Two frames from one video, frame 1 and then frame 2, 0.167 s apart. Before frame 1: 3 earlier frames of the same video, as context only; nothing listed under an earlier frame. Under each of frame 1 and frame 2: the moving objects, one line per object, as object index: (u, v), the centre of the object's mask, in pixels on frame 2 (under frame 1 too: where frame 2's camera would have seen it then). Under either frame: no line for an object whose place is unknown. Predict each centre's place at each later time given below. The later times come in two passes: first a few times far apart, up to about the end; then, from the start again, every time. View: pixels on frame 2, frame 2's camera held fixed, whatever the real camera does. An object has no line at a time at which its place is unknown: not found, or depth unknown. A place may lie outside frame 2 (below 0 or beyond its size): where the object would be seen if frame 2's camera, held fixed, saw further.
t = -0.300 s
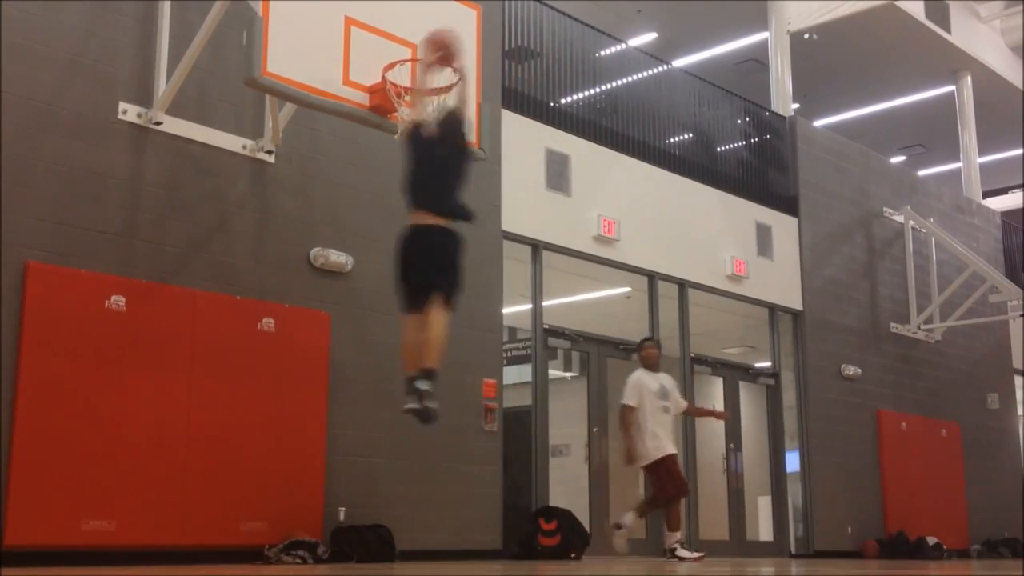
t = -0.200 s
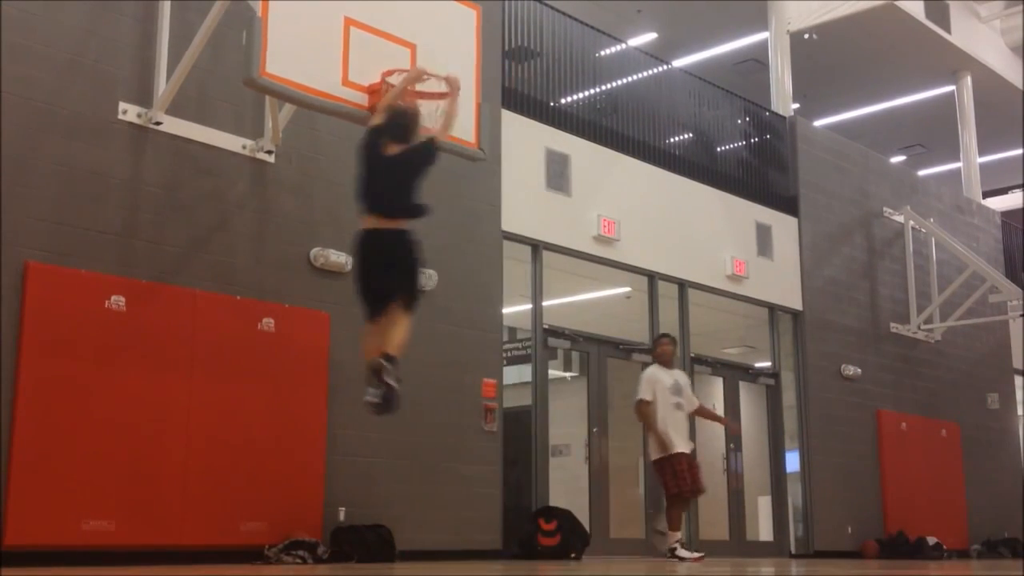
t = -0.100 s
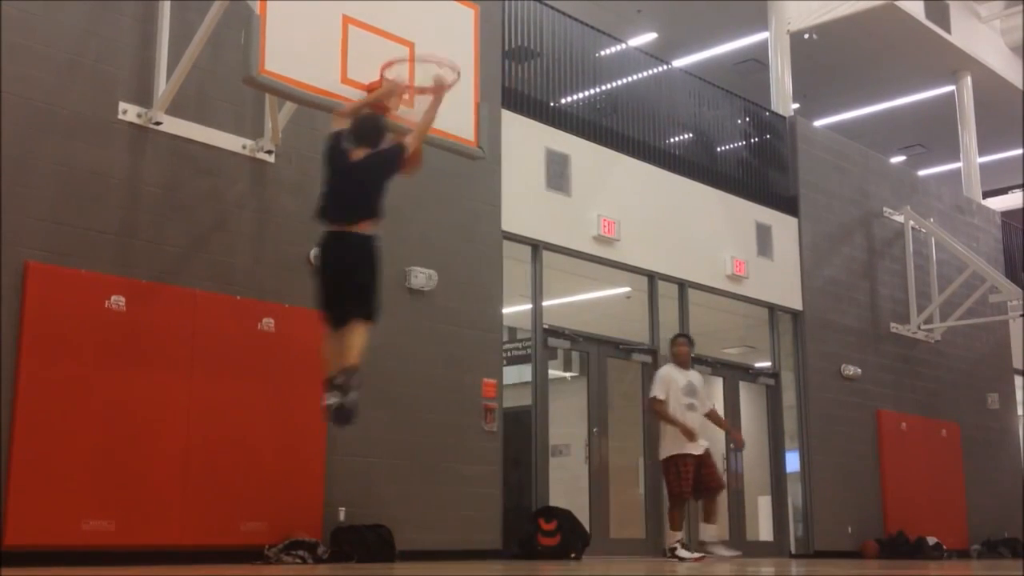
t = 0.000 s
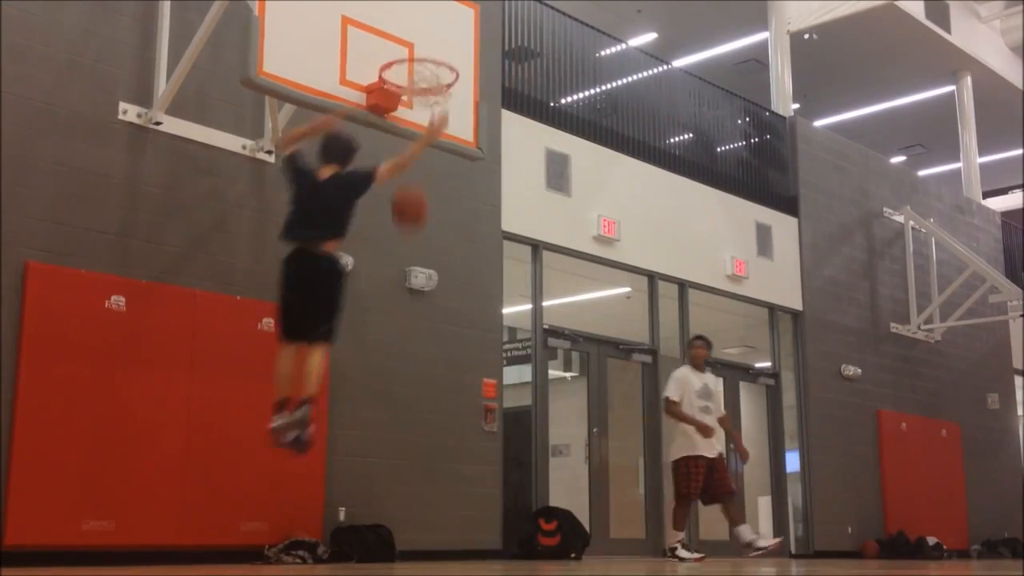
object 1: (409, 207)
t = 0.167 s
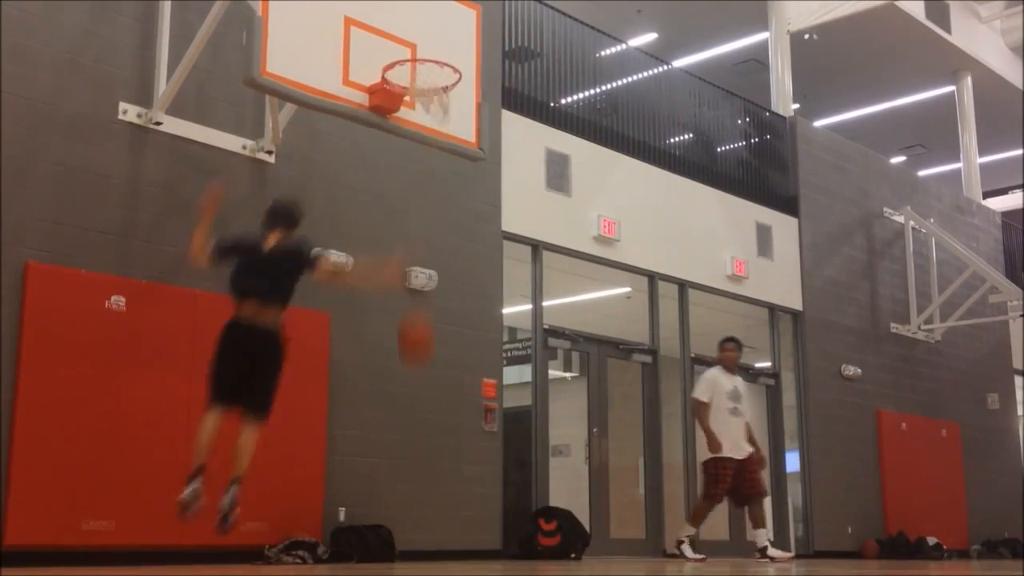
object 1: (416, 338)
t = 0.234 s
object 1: (418, 406)
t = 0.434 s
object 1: (432, 471)
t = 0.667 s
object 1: (461, 317)
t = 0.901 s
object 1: (489, 247)
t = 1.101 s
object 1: (514, 254)
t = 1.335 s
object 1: (546, 352)
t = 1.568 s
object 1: (578, 529)
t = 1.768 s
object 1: (595, 394)
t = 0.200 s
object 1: (417, 371)
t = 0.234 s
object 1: (418, 406)
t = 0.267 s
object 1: (419, 444)
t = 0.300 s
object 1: (420, 484)
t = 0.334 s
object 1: (422, 524)
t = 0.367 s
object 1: (423, 527)
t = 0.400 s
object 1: (428, 500)
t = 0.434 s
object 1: (432, 471)
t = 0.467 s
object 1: (437, 443)
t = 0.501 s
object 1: (441, 418)
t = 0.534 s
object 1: (444, 394)
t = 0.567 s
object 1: (449, 373)
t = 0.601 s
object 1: (453, 352)
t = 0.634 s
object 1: (457, 333)
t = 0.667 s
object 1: (461, 317)
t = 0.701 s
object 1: (465, 301)
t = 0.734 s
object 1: (469, 287)
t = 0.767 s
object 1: (473, 276)
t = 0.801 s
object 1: (477, 266)
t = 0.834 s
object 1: (481, 258)
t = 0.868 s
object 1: (486, 251)
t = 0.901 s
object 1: (489, 247)
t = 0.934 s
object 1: (493, 244)
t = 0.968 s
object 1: (497, 242)
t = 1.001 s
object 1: (501, 242)
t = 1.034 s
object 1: (506, 245)
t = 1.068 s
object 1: (509, 249)
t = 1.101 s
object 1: (514, 254)
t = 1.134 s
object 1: (518, 262)
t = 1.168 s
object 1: (523, 273)
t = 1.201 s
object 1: (527, 284)
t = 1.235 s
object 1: (532, 299)
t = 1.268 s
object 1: (537, 315)
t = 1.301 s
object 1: (542, 336)
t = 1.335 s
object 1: (546, 352)
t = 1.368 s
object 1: (552, 375)
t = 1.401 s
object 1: (555, 401)
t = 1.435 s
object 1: (561, 432)
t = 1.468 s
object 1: (566, 464)
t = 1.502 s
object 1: (569, 498)
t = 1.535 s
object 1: (574, 537)
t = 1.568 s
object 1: (578, 529)
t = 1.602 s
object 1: (582, 495)
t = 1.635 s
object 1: (584, 472)
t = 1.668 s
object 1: (587, 450)
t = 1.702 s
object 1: (590, 429)
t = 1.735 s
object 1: (593, 410)
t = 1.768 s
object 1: (595, 394)
